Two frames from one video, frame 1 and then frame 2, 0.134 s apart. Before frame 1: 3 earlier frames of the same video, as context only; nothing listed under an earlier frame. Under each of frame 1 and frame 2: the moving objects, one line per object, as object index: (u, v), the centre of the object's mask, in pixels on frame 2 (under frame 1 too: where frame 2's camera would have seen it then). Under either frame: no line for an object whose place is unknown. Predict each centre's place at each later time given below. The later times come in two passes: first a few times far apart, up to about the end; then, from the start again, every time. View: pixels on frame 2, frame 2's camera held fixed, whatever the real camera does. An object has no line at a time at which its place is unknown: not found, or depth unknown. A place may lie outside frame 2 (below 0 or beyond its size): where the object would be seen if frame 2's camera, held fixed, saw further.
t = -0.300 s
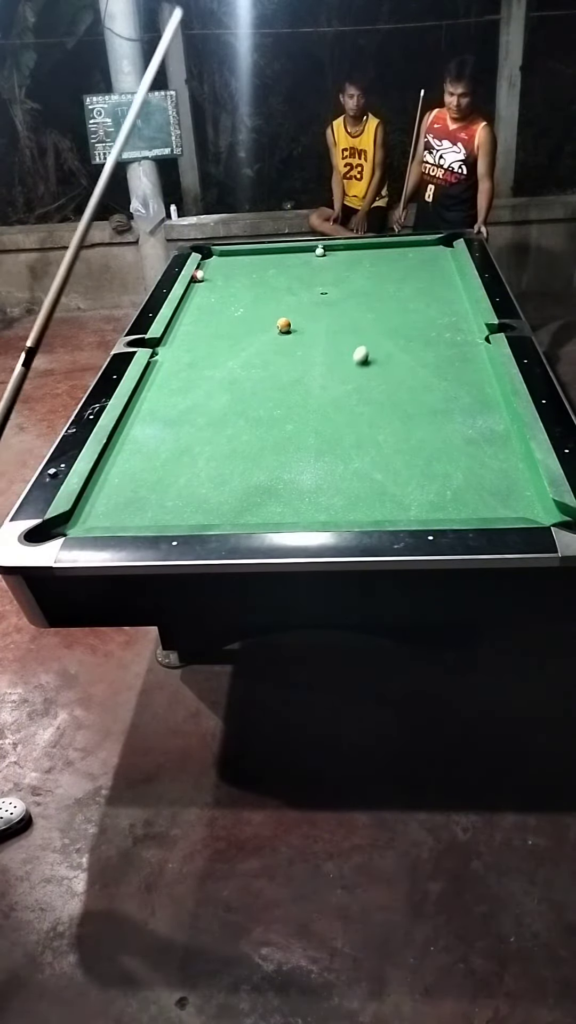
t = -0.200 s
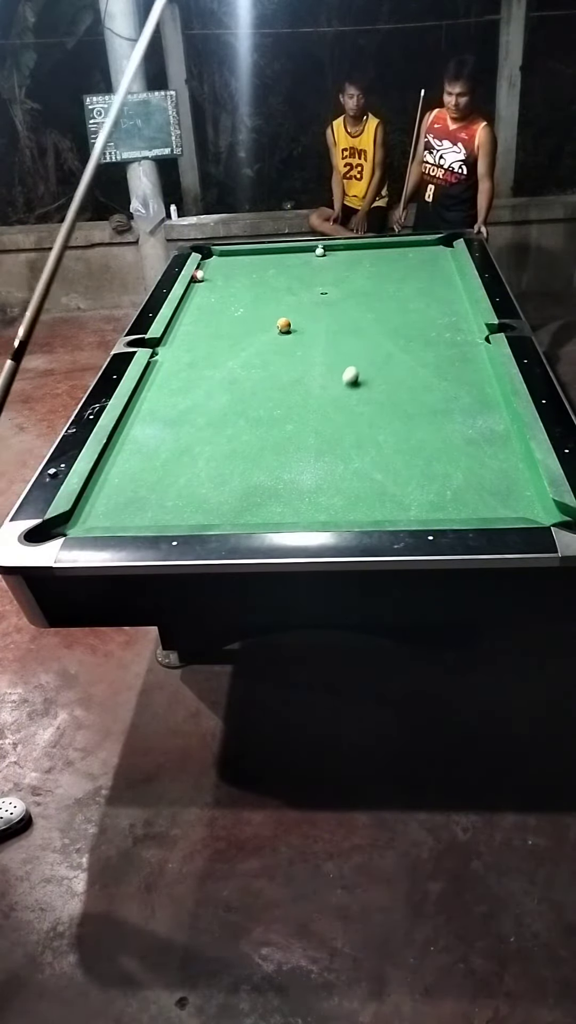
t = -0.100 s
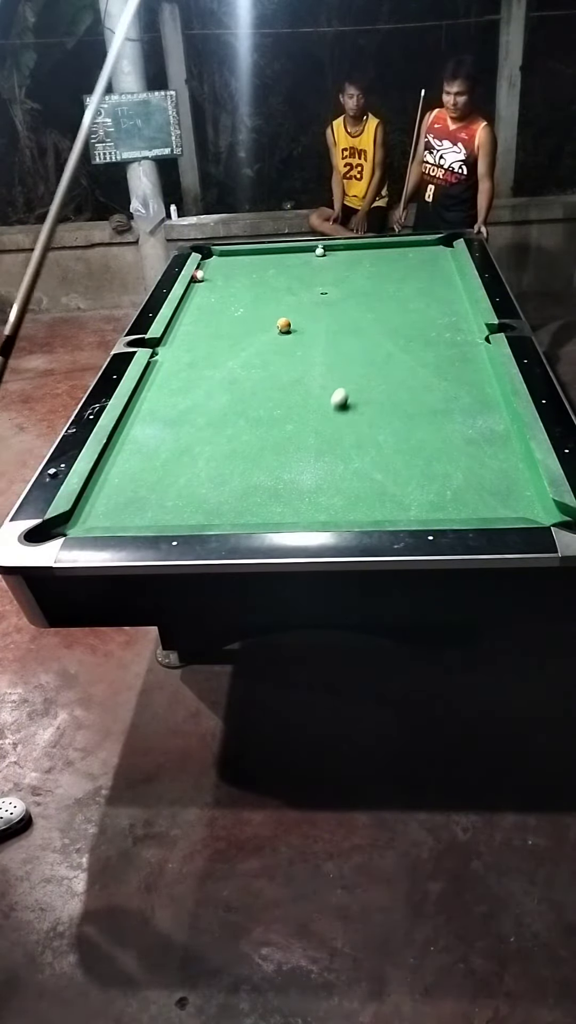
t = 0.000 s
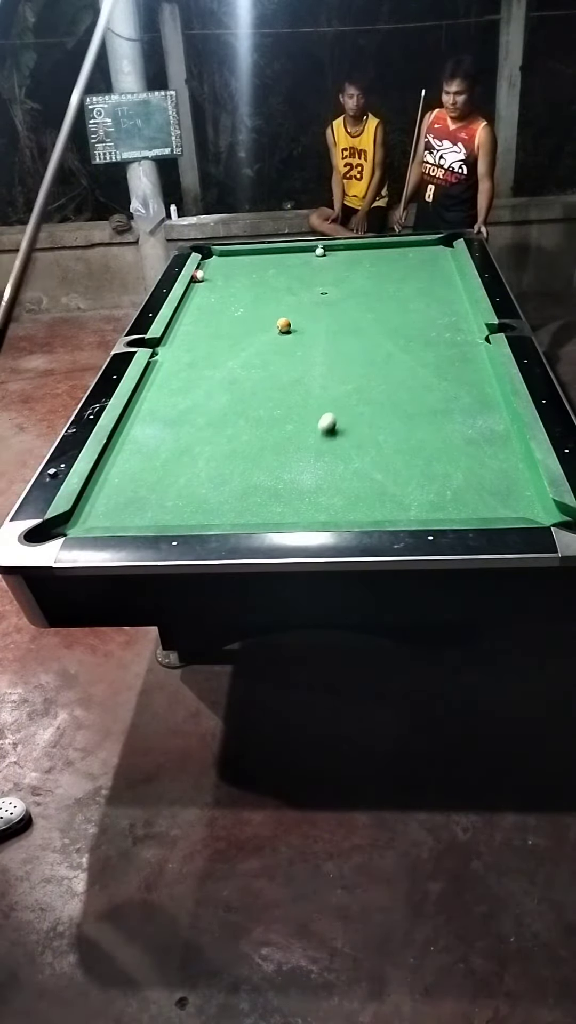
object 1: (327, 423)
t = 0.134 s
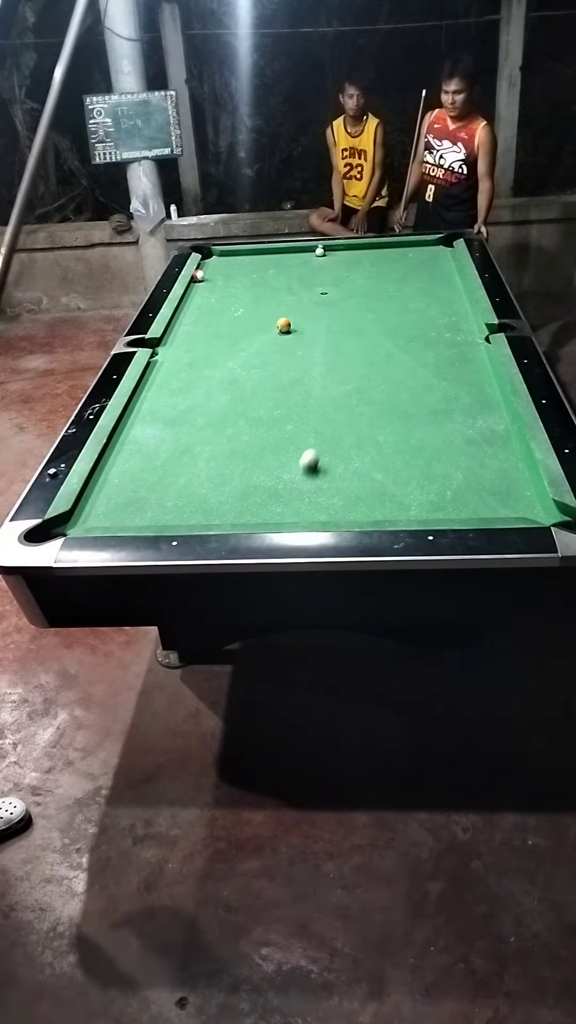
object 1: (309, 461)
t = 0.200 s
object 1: (299, 481)
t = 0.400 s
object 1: (278, 503)
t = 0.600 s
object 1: (272, 465)
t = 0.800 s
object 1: (266, 433)
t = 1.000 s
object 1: (262, 405)
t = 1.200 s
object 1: (259, 381)
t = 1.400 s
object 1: (256, 360)
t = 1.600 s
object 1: (254, 342)
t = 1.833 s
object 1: (252, 323)
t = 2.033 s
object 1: (251, 308)
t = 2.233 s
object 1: (250, 295)
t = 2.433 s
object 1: (248, 283)
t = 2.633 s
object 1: (247, 273)
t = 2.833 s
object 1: (246, 263)
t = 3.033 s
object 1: (245, 255)
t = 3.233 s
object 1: (243, 256)
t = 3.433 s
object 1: (239, 261)
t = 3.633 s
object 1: (236, 267)
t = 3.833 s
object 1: (232, 272)
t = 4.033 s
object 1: (229, 278)
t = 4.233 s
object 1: (225, 283)
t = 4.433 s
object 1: (222, 287)
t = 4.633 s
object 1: (219, 292)
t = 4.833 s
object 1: (217, 296)
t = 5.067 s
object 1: (213, 301)
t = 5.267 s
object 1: (211, 305)
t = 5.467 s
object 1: (209, 309)
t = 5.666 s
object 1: (207, 313)
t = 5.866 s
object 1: (206, 316)
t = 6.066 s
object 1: (204, 319)
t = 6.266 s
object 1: (202, 321)
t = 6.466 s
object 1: (202, 323)
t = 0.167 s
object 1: (304, 470)
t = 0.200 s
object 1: (299, 481)
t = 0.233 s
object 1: (294, 492)
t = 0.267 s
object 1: (289, 503)
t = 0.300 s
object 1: (283, 513)
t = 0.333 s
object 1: (279, 514)
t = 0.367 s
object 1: (279, 510)
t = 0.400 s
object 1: (278, 503)
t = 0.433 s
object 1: (277, 496)
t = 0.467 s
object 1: (275, 490)
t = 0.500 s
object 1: (274, 483)
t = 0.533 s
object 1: (274, 477)
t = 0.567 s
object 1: (273, 471)
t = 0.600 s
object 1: (272, 465)
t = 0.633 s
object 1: (271, 459)
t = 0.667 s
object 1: (270, 454)
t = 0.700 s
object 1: (269, 448)
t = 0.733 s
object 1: (268, 443)
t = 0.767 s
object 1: (267, 438)
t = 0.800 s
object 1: (266, 433)
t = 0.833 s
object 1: (266, 428)
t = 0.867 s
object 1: (265, 423)
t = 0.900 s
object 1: (264, 418)
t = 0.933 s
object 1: (264, 414)
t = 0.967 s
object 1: (263, 409)
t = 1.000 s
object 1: (262, 405)
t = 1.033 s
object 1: (262, 401)
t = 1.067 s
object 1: (261, 396)
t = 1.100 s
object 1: (261, 393)
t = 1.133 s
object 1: (260, 389)
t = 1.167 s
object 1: (259, 385)
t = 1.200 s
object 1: (259, 381)
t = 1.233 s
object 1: (258, 377)
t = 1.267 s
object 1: (258, 374)
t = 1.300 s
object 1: (258, 370)
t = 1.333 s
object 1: (257, 367)
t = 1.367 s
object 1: (257, 363)
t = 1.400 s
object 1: (256, 360)
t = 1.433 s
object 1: (256, 357)
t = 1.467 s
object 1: (256, 354)
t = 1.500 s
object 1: (255, 351)
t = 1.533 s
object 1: (255, 348)
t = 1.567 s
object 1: (255, 345)
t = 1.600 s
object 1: (254, 342)
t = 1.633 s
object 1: (254, 339)
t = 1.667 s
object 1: (254, 336)
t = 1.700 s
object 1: (253, 333)
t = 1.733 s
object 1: (253, 331)
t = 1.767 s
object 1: (253, 328)
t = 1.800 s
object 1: (253, 325)
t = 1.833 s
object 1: (252, 323)
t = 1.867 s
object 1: (252, 320)
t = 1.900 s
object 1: (252, 318)
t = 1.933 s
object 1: (252, 315)
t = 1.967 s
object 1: (251, 313)
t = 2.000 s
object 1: (251, 310)
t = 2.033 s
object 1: (251, 308)
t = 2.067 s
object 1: (250, 306)
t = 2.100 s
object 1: (250, 304)
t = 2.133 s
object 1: (250, 301)
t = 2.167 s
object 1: (250, 299)
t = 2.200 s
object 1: (250, 297)
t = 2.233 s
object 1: (250, 295)
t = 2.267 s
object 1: (249, 293)
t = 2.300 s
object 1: (249, 291)
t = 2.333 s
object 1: (249, 289)
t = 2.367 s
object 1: (249, 287)
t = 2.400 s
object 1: (248, 285)
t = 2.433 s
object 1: (248, 283)
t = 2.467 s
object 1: (248, 282)
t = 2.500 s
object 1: (248, 280)
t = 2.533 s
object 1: (248, 278)
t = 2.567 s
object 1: (247, 276)
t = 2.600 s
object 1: (247, 275)
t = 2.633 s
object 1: (247, 273)
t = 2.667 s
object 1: (247, 271)
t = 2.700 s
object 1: (247, 270)
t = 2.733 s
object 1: (247, 268)
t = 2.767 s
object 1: (246, 267)
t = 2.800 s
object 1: (246, 265)
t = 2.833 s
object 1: (246, 263)
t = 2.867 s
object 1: (246, 262)
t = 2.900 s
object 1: (246, 261)
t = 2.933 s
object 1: (246, 259)
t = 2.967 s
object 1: (246, 258)
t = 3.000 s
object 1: (245, 256)
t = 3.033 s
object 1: (245, 255)
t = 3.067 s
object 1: (245, 253)
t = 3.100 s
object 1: (245, 253)
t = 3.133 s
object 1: (245, 253)
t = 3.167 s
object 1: (244, 254)
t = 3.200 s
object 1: (243, 255)
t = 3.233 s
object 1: (243, 256)
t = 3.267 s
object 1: (242, 257)
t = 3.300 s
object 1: (241, 258)
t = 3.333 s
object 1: (241, 259)
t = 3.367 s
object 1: (240, 260)
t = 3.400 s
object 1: (240, 260)
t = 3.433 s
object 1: (239, 261)
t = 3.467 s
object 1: (239, 262)
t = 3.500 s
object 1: (238, 263)
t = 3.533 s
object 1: (237, 264)
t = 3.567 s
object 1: (237, 265)
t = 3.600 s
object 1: (236, 266)
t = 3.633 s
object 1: (236, 267)
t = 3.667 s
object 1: (234, 268)
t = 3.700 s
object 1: (234, 269)
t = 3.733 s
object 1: (233, 270)
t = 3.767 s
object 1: (233, 271)
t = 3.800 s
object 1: (232, 272)
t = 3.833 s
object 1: (232, 272)
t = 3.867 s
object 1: (231, 273)
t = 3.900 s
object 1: (231, 274)
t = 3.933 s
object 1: (230, 275)
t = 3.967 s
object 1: (230, 276)
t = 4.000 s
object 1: (229, 277)
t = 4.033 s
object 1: (229, 278)
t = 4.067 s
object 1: (228, 278)
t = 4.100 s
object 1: (228, 279)
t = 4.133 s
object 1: (227, 280)
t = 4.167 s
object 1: (227, 281)
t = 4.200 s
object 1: (226, 282)
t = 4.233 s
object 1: (225, 283)
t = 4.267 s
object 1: (225, 283)
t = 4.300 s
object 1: (224, 284)
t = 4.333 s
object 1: (224, 285)
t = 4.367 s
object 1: (223, 286)
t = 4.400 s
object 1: (223, 286)
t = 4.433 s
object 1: (222, 287)
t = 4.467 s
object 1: (222, 288)
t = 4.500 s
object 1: (221, 289)
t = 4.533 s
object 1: (221, 290)
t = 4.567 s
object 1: (220, 290)
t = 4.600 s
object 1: (220, 291)
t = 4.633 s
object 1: (219, 292)
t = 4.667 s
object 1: (219, 293)
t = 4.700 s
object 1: (218, 293)
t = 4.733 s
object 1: (218, 294)
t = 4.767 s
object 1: (217, 295)
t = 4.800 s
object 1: (217, 296)
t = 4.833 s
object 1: (217, 296)
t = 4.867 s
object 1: (216, 297)
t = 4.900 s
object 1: (215, 298)
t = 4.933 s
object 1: (215, 299)
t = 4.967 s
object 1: (214, 299)
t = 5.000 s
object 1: (214, 300)
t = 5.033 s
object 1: (214, 301)
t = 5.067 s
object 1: (213, 301)
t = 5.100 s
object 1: (213, 302)
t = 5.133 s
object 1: (212, 303)
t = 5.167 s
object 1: (212, 303)
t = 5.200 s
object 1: (212, 304)
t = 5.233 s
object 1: (211, 305)
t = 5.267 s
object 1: (211, 305)
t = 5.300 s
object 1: (211, 306)
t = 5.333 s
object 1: (210, 307)
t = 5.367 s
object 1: (210, 307)
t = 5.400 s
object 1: (210, 307)
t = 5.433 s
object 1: (209, 309)
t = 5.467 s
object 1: (209, 309)
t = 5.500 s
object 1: (208, 310)
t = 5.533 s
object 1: (208, 310)
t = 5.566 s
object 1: (208, 311)
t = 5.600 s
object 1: (207, 312)
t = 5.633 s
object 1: (207, 312)
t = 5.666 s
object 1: (207, 313)
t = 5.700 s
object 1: (206, 313)
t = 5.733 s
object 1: (206, 314)
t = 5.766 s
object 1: (206, 315)
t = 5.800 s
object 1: (206, 315)
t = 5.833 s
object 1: (206, 316)
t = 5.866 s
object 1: (206, 316)
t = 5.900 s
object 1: (205, 316)
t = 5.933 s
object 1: (205, 317)
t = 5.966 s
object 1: (205, 317)
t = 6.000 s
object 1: (205, 318)
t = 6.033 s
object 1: (205, 318)
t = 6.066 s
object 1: (204, 319)
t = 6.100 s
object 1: (204, 319)
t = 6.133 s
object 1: (204, 320)
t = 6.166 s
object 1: (203, 320)
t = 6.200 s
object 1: (203, 320)
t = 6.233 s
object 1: (203, 321)
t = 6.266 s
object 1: (202, 321)
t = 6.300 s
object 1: (202, 321)
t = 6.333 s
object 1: (202, 322)
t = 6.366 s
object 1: (202, 322)
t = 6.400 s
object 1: (202, 323)
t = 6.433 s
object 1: (202, 323)
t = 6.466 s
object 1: (202, 323)
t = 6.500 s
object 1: (201, 324)
